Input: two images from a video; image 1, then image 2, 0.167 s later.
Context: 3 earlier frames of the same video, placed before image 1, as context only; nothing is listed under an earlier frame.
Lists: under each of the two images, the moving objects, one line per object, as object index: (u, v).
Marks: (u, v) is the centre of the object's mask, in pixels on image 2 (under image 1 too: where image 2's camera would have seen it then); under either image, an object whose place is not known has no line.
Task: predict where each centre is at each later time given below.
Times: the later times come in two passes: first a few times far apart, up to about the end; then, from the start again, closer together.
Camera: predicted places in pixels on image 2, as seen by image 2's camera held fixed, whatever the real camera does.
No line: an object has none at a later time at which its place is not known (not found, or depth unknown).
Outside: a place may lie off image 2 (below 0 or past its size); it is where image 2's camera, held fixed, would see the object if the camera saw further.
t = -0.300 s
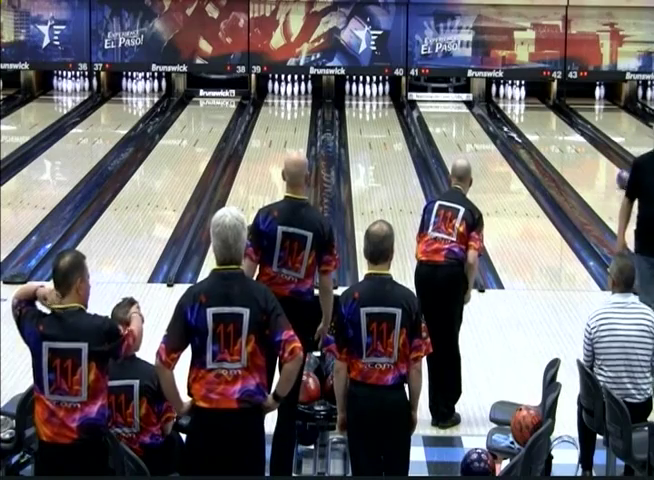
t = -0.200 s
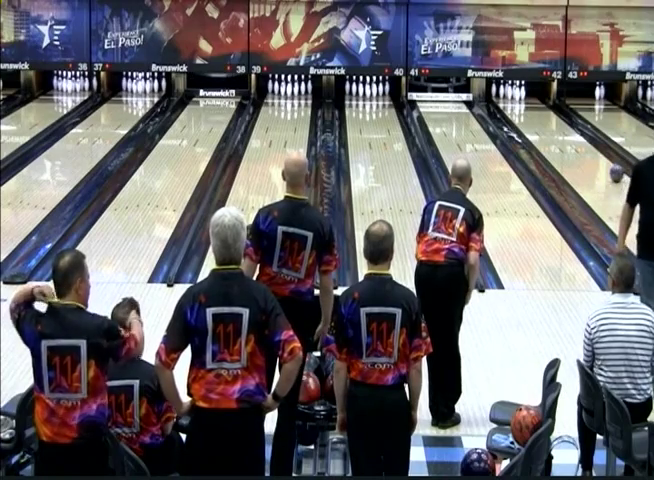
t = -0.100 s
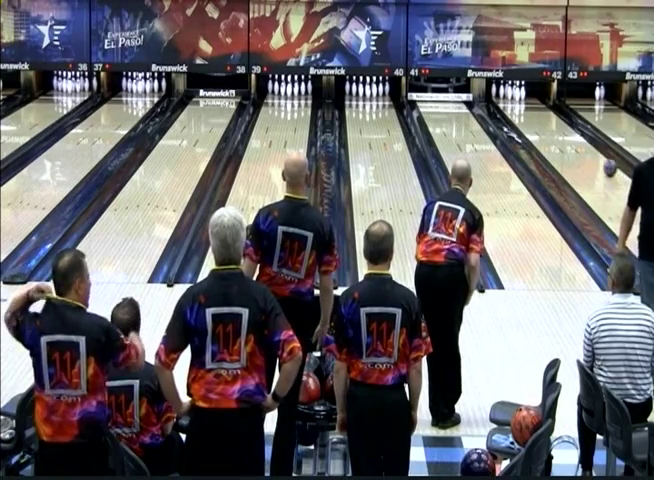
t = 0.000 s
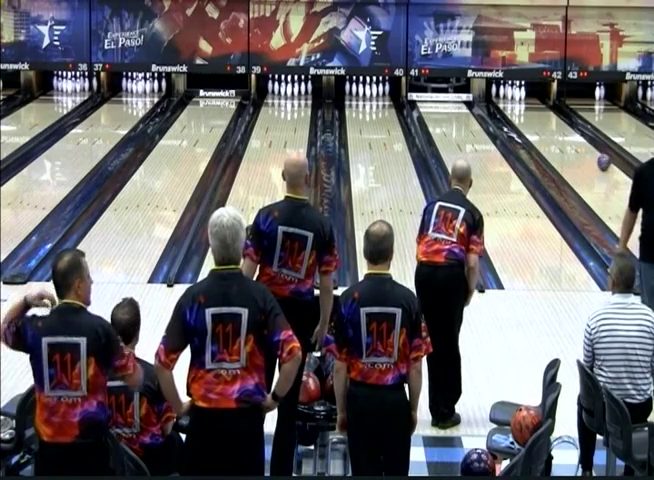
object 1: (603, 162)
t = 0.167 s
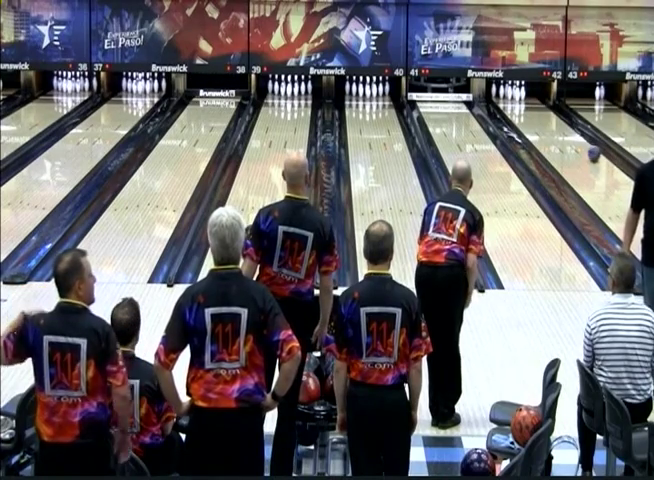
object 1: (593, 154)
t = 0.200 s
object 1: (592, 152)
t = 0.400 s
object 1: (581, 143)
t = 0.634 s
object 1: (569, 133)
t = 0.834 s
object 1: (560, 125)
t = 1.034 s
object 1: (551, 118)
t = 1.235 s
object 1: (544, 112)
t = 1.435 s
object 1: (536, 106)
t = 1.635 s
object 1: (528, 102)
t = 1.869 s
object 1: (520, 96)
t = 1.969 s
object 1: (516, 94)
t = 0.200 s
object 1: (592, 152)
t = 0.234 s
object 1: (590, 151)
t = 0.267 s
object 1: (588, 149)
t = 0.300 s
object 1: (586, 147)
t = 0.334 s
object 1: (584, 145)
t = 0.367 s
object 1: (583, 145)
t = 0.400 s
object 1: (581, 143)
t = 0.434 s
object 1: (579, 141)
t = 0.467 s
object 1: (578, 140)
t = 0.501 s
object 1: (576, 138)
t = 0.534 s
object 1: (574, 137)
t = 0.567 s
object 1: (573, 136)
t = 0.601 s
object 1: (572, 134)
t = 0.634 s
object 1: (569, 133)
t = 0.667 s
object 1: (568, 131)
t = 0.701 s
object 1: (566, 130)
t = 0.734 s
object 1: (565, 129)
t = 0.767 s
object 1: (563, 128)
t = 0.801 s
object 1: (561, 126)
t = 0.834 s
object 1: (560, 125)
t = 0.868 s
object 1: (559, 124)
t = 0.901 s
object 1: (557, 123)
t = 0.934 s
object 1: (556, 121)
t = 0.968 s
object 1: (554, 120)
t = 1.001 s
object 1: (553, 119)
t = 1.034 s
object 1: (551, 118)
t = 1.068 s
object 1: (550, 117)
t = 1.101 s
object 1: (549, 115)
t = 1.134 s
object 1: (547, 115)
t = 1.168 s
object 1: (546, 114)
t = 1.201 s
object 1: (545, 113)
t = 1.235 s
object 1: (544, 112)
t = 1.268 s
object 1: (542, 112)
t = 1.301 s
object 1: (541, 111)
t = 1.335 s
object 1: (540, 110)
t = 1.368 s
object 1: (538, 108)
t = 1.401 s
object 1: (537, 108)
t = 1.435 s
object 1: (536, 106)
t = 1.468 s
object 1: (534, 105)
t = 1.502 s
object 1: (533, 104)
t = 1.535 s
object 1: (532, 104)
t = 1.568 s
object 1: (530, 103)
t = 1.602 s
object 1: (529, 103)
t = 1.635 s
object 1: (528, 102)
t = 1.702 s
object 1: (525, 100)
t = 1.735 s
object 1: (524, 99)
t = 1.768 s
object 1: (521, 98)
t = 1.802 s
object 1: (521, 97)
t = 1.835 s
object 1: (520, 98)
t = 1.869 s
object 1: (520, 96)
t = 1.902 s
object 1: (519, 95)
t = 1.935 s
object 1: (518, 94)
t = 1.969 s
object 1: (516, 94)
